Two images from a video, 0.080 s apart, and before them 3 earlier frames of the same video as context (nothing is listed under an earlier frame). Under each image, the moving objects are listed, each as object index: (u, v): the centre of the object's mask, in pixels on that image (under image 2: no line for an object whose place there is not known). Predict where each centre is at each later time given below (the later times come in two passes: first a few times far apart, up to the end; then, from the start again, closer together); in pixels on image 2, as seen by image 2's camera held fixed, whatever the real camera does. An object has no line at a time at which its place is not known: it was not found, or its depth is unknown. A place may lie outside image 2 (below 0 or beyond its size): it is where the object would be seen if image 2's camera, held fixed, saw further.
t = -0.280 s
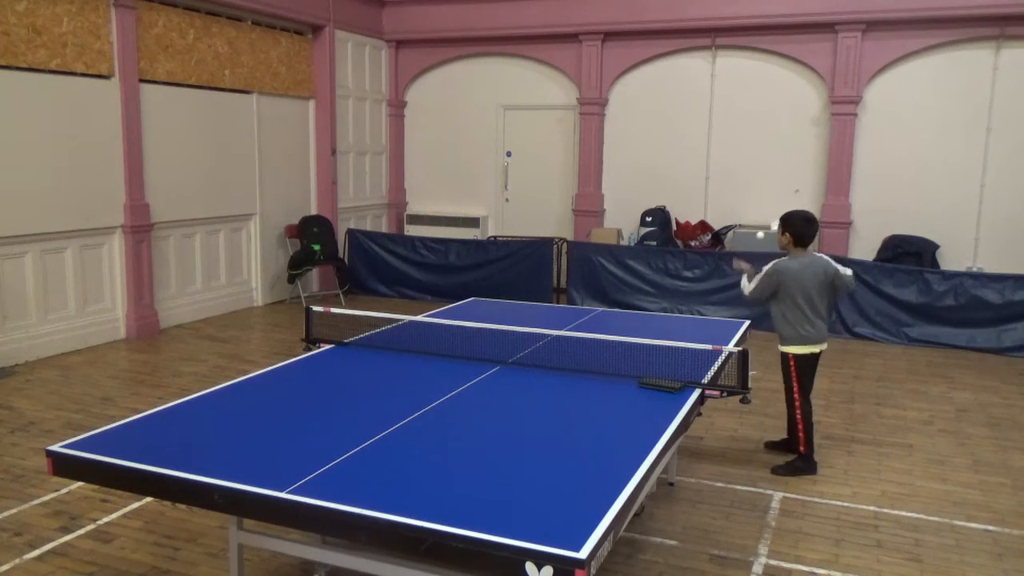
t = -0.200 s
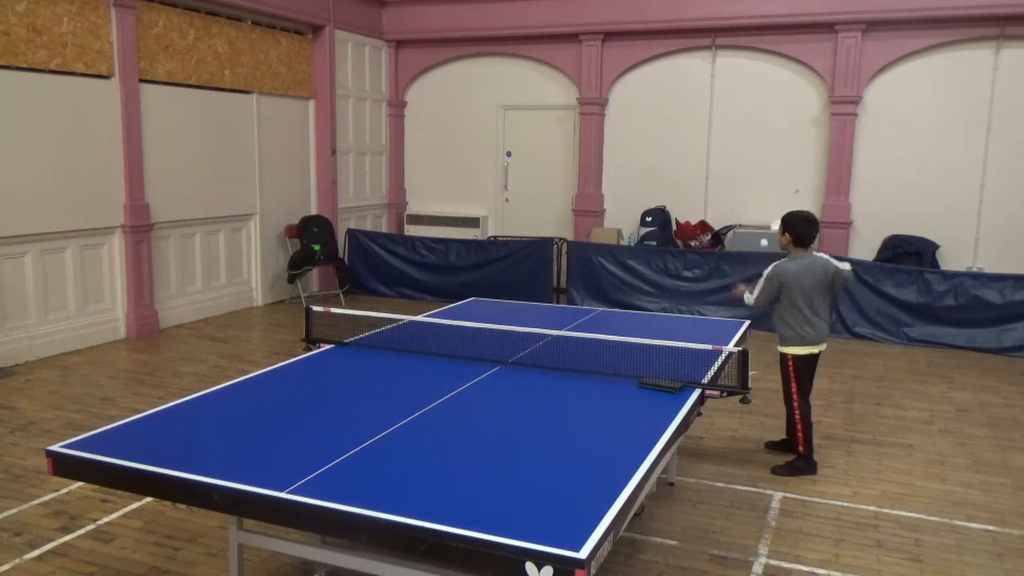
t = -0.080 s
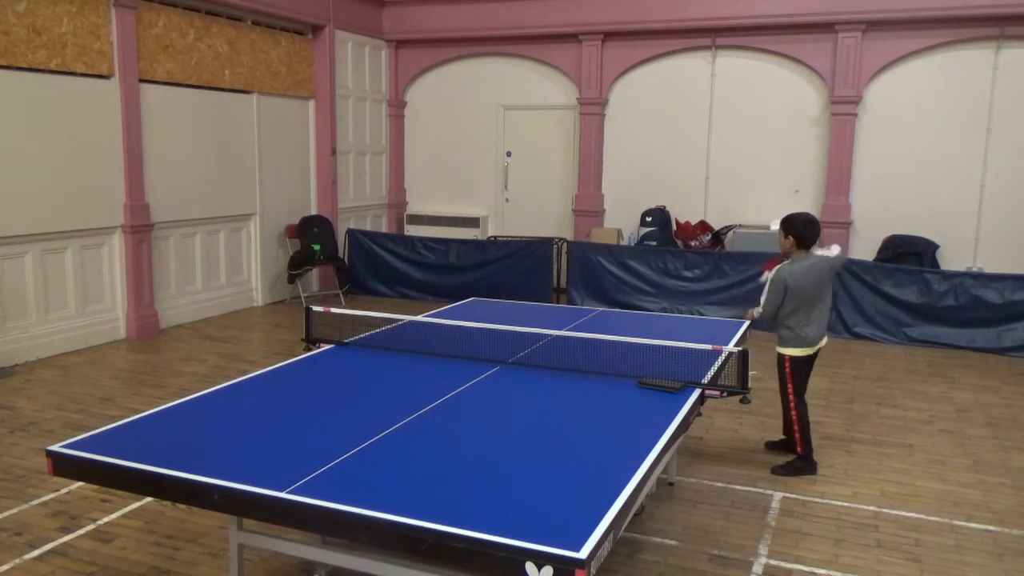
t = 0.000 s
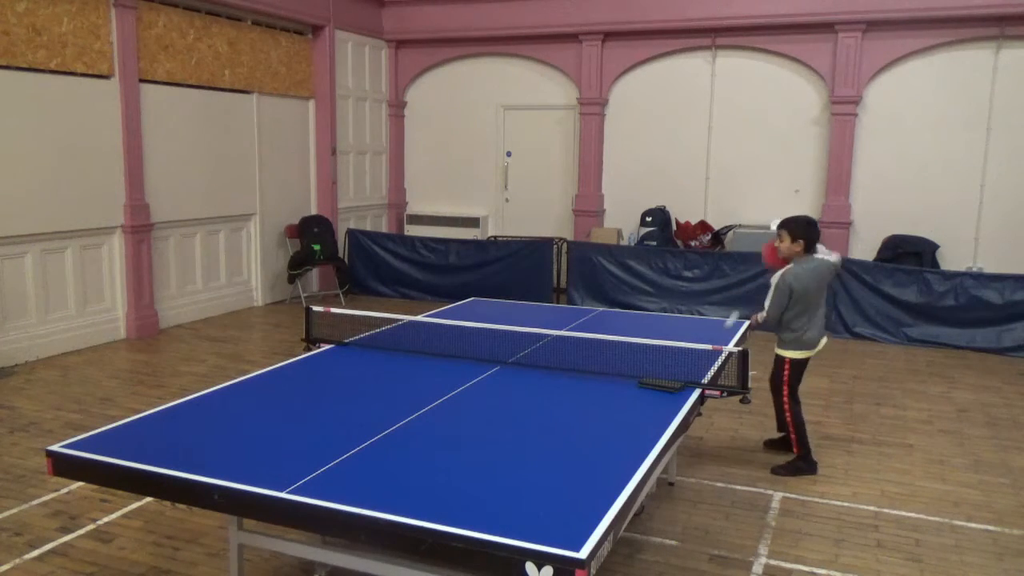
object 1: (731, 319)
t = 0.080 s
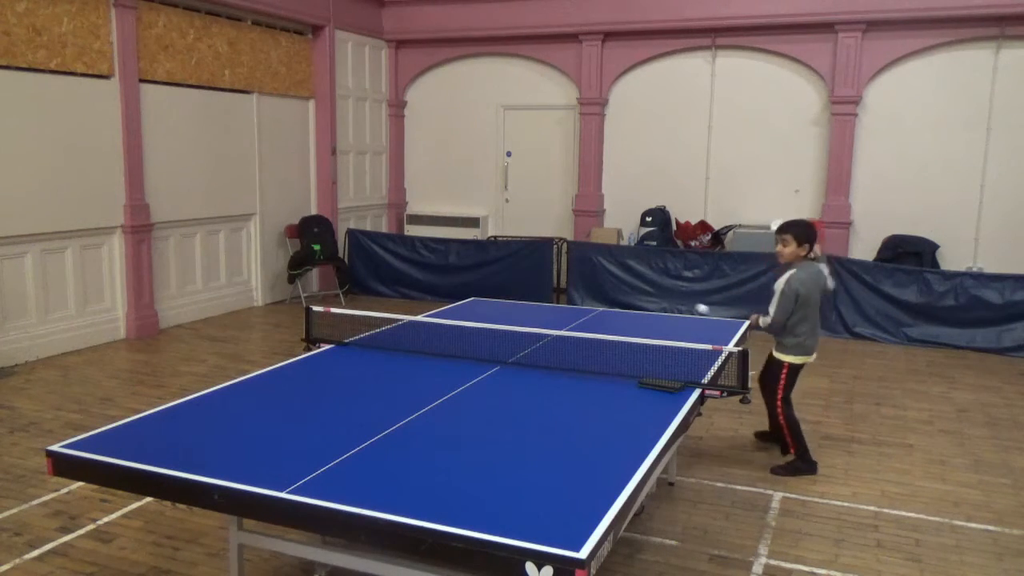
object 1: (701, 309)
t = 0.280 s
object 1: (603, 338)
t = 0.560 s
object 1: (394, 412)
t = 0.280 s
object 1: (603, 338)
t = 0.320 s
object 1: (577, 361)
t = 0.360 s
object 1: (550, 391)
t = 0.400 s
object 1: (521, 413)
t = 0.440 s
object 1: (493, 403)
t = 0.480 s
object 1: (463, 400)
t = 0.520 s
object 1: (430, 402)
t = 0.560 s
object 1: (394, 412)
